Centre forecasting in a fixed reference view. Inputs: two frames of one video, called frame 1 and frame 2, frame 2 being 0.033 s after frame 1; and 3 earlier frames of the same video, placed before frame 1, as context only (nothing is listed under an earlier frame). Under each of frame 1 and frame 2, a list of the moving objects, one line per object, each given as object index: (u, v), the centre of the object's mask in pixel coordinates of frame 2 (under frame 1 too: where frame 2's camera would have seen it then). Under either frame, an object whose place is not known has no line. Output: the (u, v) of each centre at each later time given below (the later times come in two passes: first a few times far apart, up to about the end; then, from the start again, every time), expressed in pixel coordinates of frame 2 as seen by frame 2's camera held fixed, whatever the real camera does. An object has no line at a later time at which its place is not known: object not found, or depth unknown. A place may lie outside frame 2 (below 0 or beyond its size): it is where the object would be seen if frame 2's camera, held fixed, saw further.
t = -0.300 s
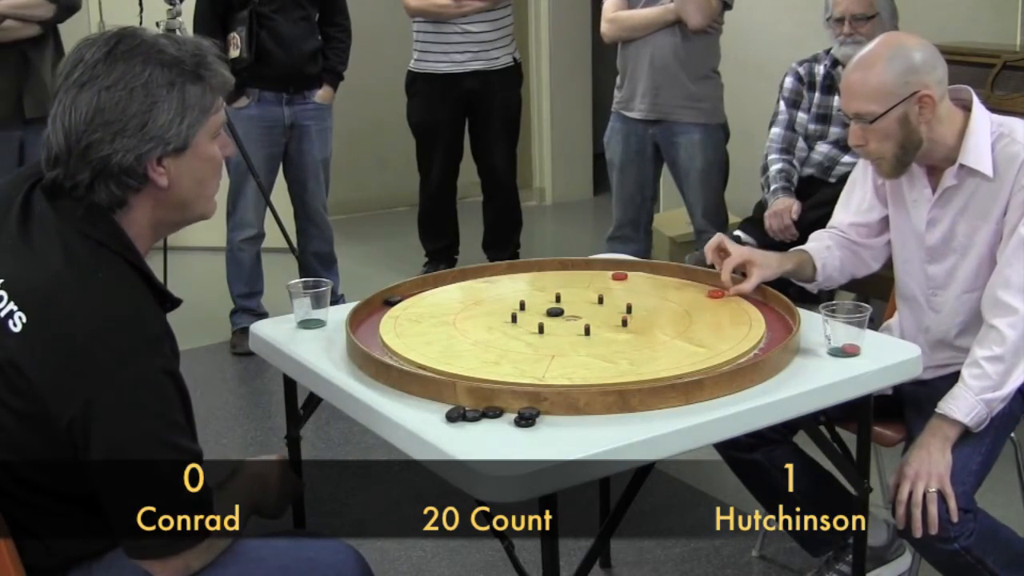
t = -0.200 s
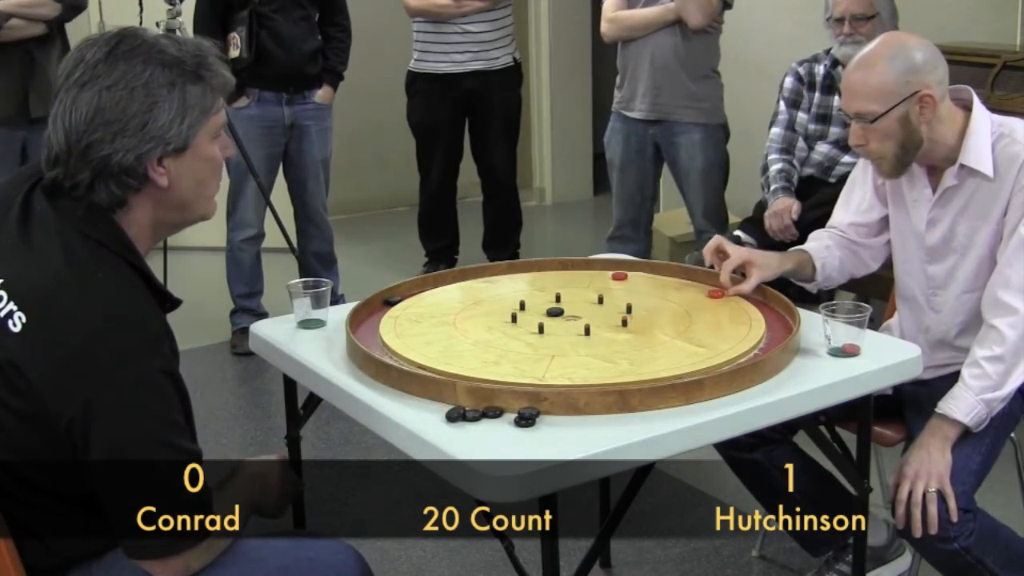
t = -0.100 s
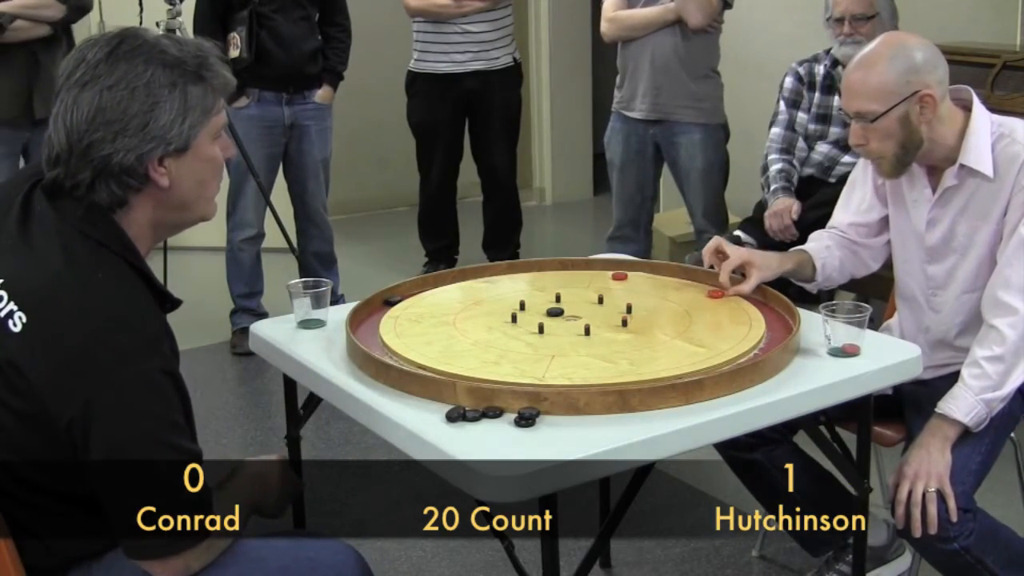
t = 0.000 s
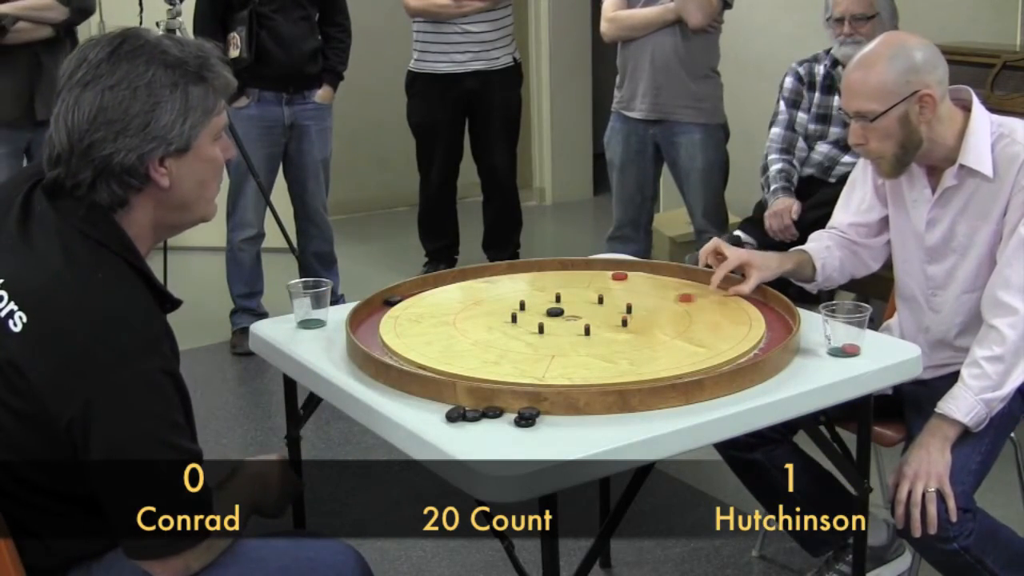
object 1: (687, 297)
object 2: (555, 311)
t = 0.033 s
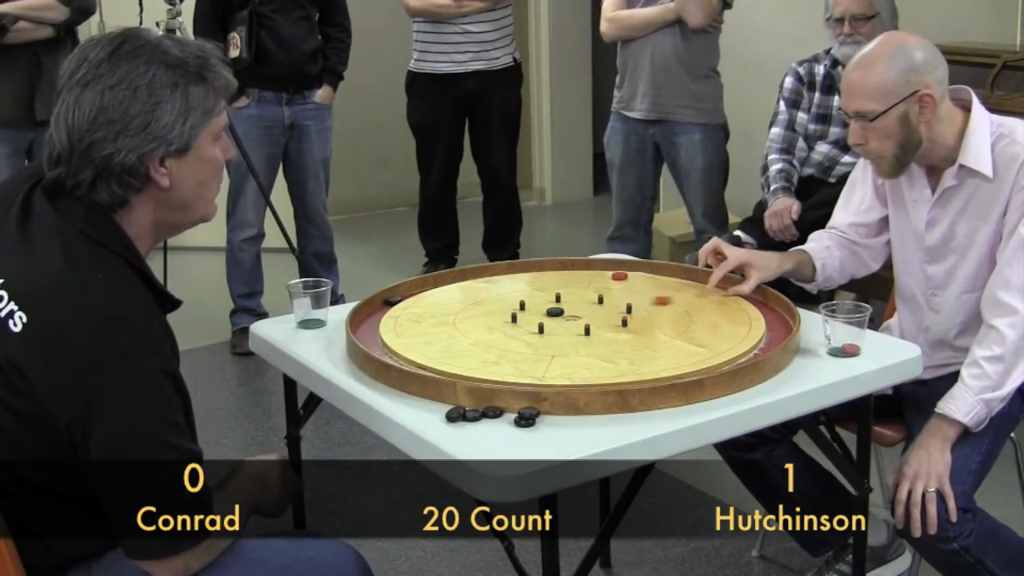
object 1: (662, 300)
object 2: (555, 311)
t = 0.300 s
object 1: (570, 313)
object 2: (474, 313)
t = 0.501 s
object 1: (566, 309)
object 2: (389, 314)
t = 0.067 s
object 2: (555, 311)
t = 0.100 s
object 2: (555, 311)
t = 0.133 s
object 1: (591, 309)
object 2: (555, 311)
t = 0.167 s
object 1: (572, 314)
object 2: (550, 311)
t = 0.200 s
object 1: (571, 315)
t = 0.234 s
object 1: (572, 314)
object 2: (506, 313)
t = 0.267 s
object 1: (571, 313)
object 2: (491, 313)
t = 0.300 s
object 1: (570, 313)
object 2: (474, 313)
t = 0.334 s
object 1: (570, 313)
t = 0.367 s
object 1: (567, 310)
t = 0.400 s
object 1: (567, 310)
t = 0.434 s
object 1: (566, 310)
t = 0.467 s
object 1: (566, 309)
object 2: (401, 314)
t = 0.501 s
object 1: (566, 309)
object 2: (389, 314)
